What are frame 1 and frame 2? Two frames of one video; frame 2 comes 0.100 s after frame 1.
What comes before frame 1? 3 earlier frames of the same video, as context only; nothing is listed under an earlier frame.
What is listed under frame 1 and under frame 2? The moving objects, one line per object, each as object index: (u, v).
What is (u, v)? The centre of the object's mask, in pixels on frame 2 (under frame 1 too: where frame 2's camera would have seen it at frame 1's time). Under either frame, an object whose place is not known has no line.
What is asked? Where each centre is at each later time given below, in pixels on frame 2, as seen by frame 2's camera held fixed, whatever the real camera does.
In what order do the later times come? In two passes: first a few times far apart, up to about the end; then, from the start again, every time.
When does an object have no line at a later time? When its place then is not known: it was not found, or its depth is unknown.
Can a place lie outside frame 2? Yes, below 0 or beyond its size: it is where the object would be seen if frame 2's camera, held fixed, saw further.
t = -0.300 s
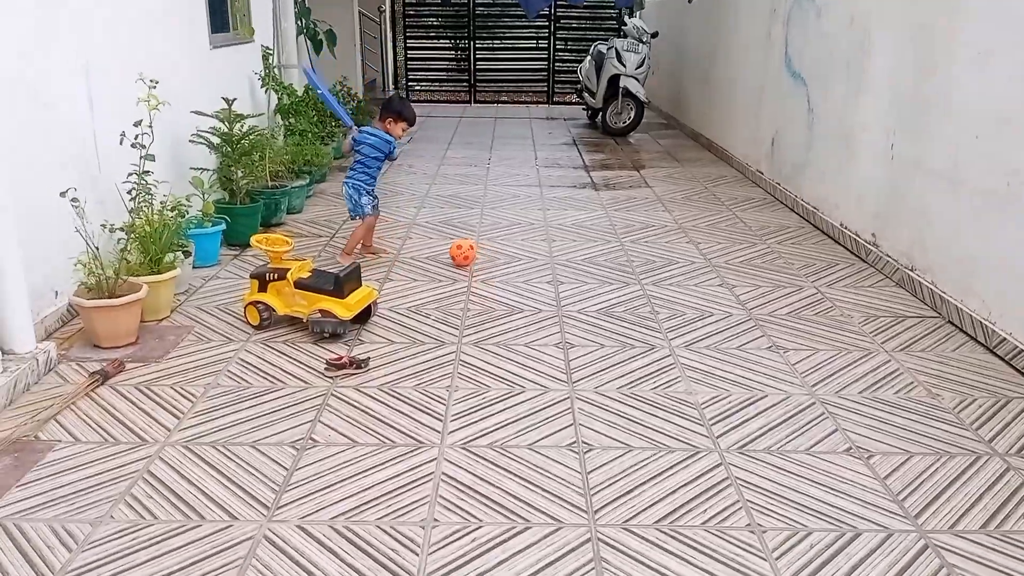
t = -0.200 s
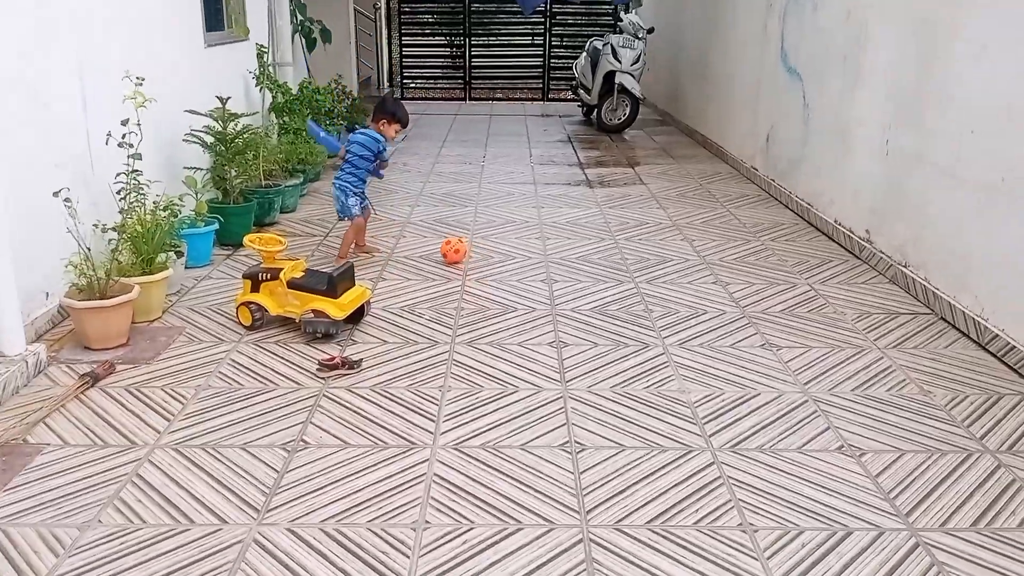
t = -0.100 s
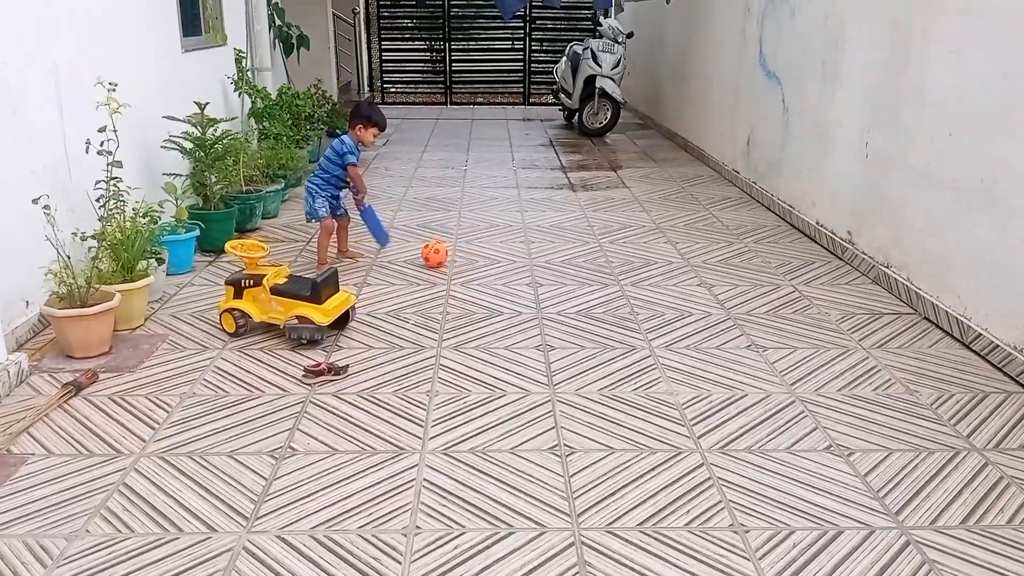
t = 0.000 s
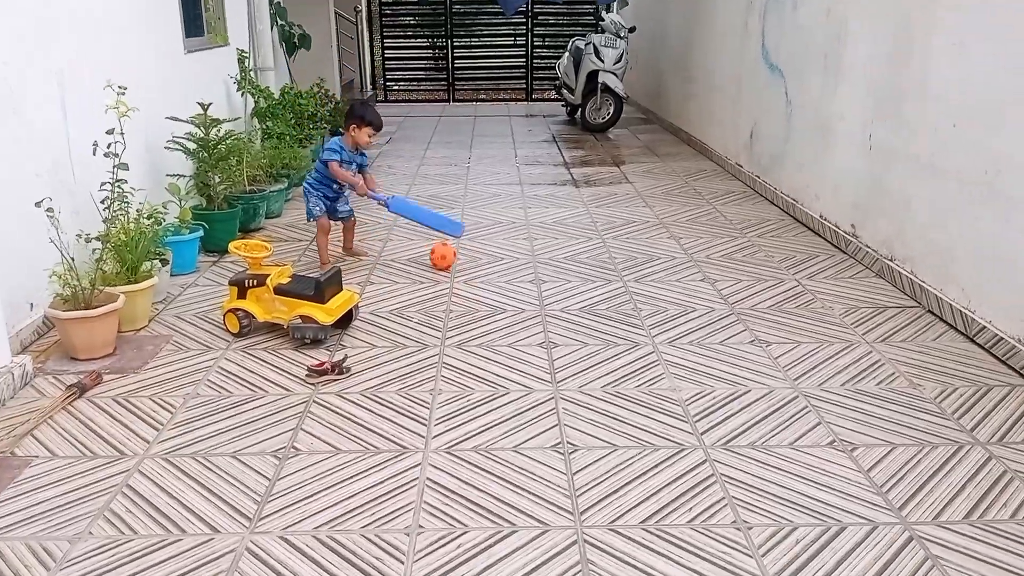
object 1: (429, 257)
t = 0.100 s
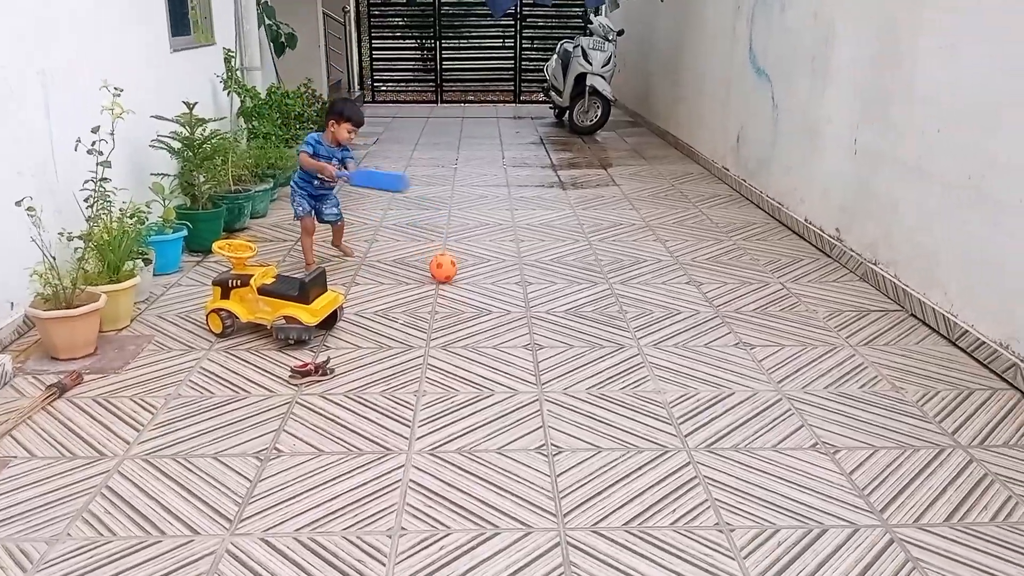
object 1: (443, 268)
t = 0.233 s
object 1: (464, 285)
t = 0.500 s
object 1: (506, 320)
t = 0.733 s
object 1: (545, 357)
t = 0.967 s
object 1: (586, 397)
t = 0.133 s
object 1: (448, 272)
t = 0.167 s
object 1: (453, 276)
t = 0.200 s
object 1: (459, 280)
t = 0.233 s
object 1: (464, 285)
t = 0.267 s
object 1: (469, 289)
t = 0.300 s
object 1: (474, 292)
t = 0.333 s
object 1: (479, 298)
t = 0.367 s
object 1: (484, 303)
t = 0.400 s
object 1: (489, 306)
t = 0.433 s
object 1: (495, 311)
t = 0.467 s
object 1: (500, 317)
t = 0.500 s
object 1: (506, 320)
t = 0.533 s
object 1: (511, 325)
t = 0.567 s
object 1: (517, 331)
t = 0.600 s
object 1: (523, 335)
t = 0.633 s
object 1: (528, 340)
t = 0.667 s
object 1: (534, 347)
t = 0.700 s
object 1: (540, 351)
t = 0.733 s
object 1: (545, 357)
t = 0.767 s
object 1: (551, 362)
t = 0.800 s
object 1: (556, 369)
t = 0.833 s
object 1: (563, 374)
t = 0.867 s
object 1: (568, 381)
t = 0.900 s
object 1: (574, 385)
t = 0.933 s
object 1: (580, 391)
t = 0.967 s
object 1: (586, 397)
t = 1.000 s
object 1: (592, 403)
